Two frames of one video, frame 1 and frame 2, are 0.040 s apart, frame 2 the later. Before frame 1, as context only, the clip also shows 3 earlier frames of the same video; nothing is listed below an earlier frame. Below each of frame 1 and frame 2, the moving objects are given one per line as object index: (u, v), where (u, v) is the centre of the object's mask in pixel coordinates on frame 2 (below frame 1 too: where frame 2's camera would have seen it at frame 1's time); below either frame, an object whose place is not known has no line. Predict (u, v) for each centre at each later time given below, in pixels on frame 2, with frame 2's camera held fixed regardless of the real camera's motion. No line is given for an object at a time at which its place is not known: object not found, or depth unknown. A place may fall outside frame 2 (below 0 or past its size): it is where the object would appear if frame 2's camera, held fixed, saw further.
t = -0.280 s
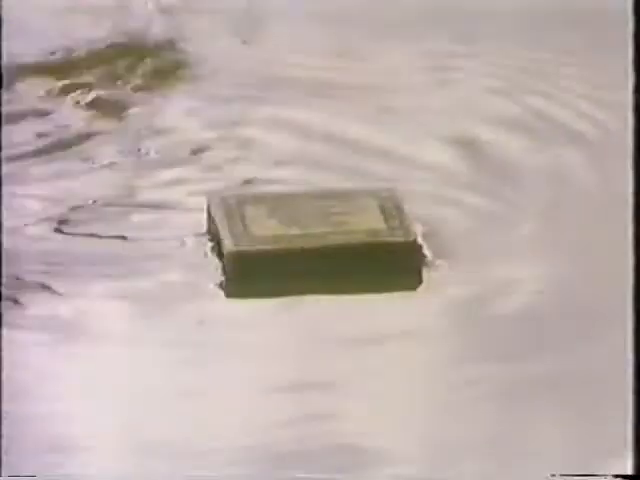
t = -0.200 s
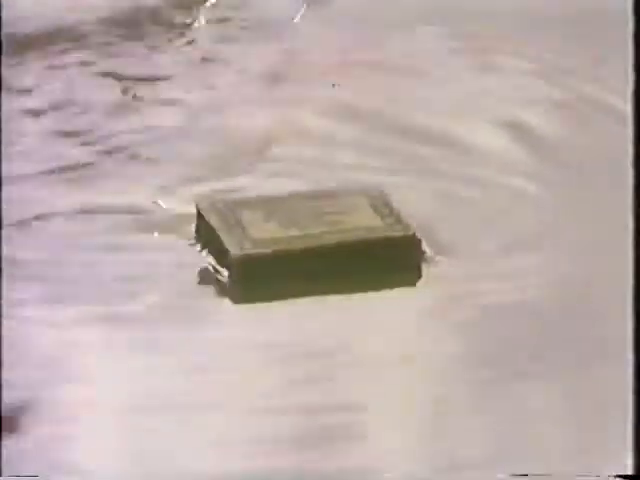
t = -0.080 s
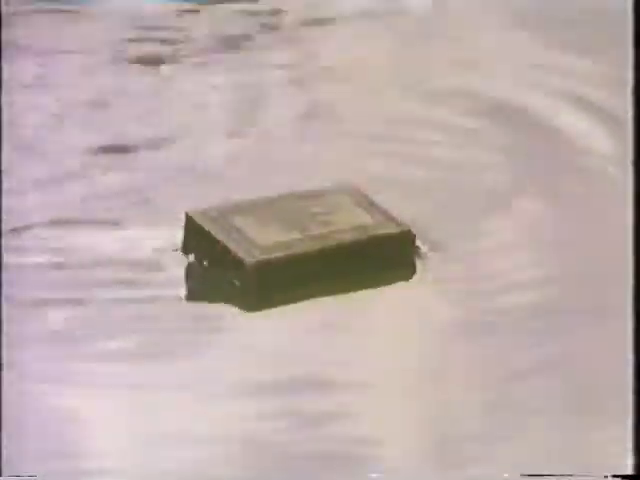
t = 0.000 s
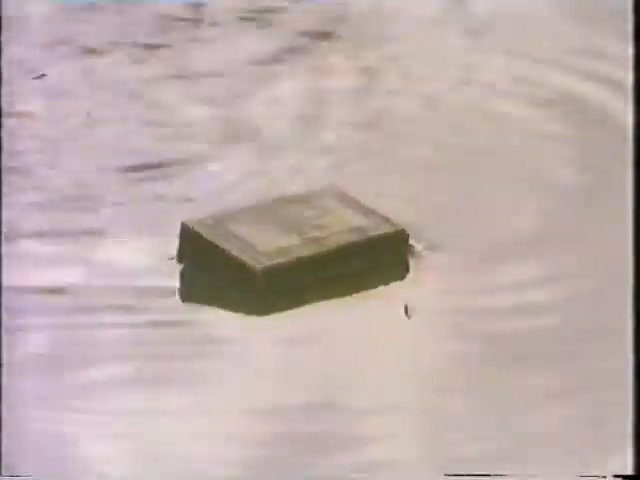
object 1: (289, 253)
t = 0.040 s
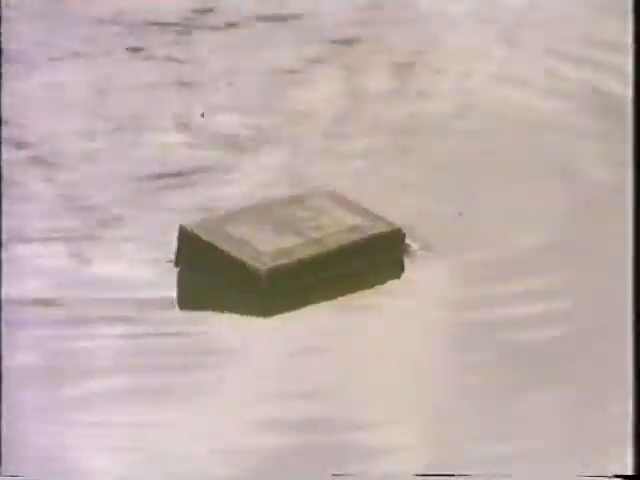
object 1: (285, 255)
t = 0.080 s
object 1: (282, 256)
